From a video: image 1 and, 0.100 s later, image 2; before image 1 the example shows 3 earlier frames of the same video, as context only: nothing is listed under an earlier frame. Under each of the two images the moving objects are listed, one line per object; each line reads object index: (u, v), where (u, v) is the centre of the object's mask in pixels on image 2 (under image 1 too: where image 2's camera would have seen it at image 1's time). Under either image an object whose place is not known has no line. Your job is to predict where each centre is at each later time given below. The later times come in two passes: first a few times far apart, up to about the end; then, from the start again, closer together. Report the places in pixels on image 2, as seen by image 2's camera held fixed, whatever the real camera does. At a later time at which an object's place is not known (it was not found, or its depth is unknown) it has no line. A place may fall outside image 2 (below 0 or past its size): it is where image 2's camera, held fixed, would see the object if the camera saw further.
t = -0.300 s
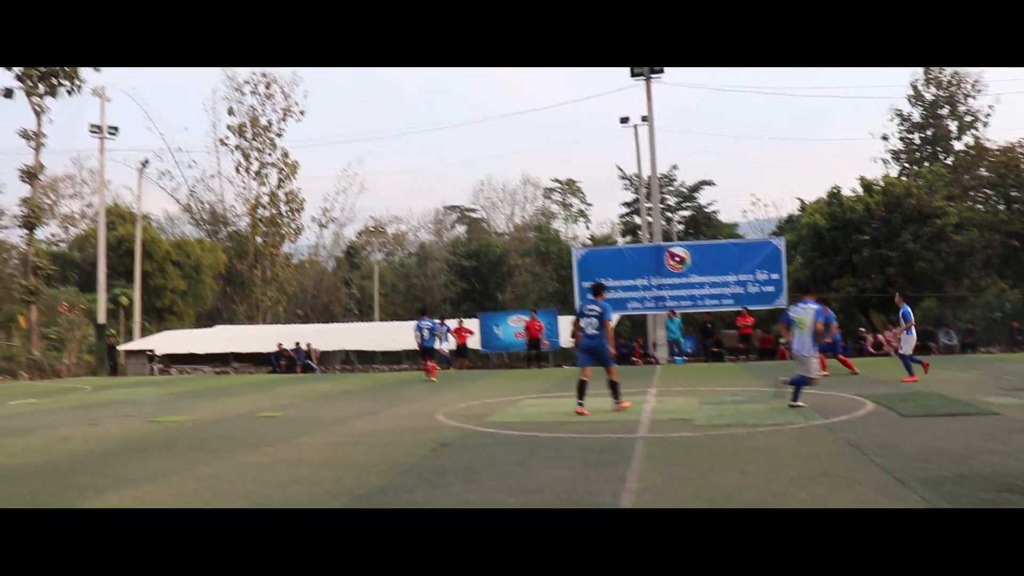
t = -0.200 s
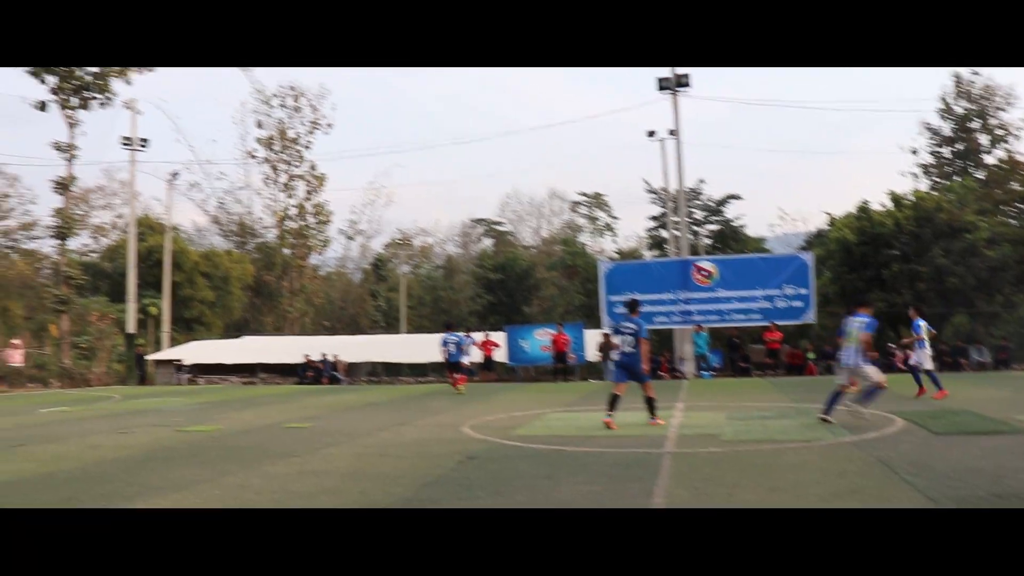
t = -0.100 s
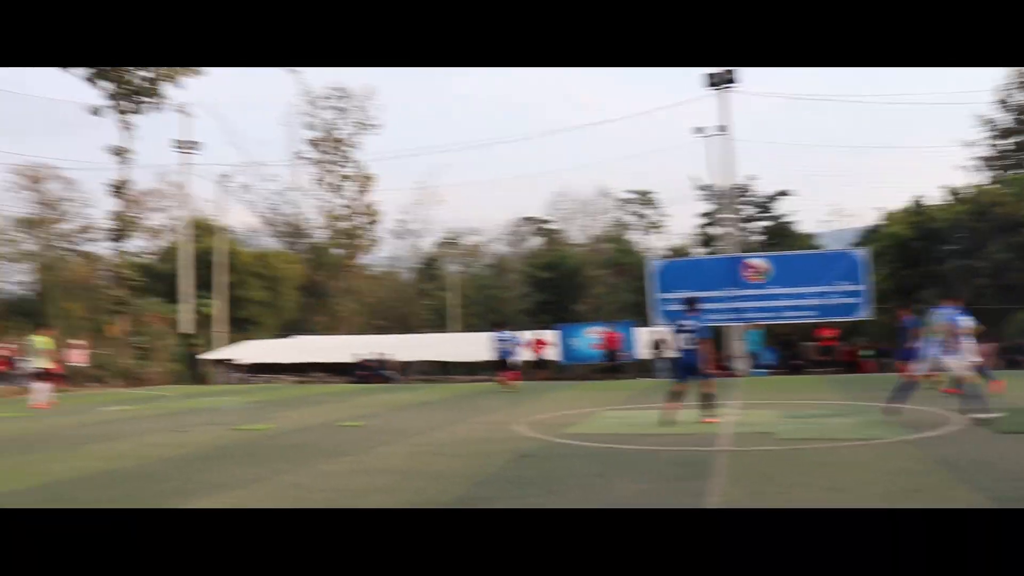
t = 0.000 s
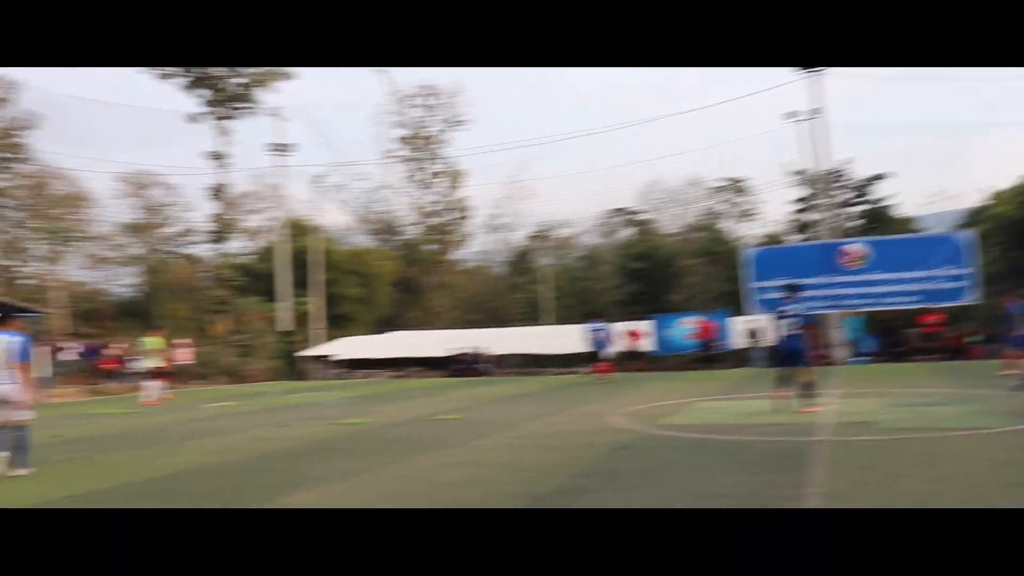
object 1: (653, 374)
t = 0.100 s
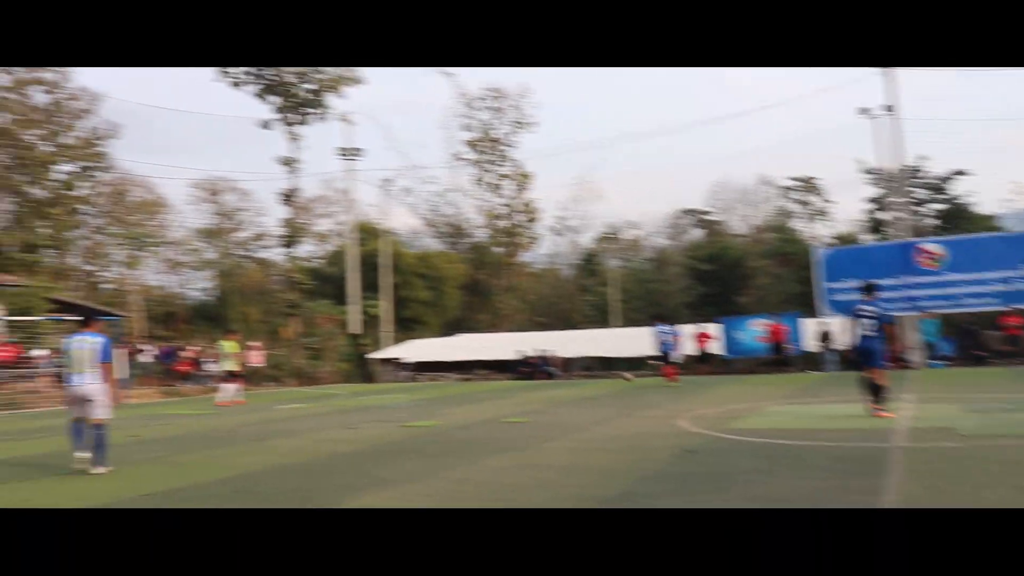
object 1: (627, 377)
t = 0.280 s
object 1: (582, 386)
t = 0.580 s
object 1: (498, 398)
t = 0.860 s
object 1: (408, 413)
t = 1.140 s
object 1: (305, 432)
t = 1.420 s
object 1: (177, 453)
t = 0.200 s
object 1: (602, 384)
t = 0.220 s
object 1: (598, 384)
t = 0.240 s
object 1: (592, 384)
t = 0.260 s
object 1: (587, 385)
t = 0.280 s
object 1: (582, 386)
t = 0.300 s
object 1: (577, 387)
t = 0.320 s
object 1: (571, 388)
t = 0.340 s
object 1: (565, 389)
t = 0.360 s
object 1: (560, 389)
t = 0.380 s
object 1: (554, 389)
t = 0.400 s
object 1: (549, 390)
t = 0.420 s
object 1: (543, 391)
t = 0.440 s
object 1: (537, 393)
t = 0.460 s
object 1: (532, 394)
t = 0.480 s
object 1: (526, 395)
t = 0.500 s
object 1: (520, 395)
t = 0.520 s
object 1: (515, 395)
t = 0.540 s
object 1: (509, 396)
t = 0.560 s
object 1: (503, 397)
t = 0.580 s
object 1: (498, 398)
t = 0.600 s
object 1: (491, 399)
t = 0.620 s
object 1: (485, 401)
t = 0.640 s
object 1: (478, 402)
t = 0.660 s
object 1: (472, 404)
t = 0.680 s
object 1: (466, 404)
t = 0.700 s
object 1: (460, 405)
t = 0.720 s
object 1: (454, 405)
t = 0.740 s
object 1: (447, 406)
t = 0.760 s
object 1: (441, 407)
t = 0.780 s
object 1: (435, 409)
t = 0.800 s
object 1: (428, 410)
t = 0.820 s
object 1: (421, 411)
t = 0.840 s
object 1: (415, 412)
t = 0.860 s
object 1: (408, 413)
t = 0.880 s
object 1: (402, 413)
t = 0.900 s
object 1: (395, 415)
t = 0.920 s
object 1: (387, 416)
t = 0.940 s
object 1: (381, 419)
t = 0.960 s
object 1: (374, 421)
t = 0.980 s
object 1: (366, 422)
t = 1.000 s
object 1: (359, 423)
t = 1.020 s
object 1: (353, 424)
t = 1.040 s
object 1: (345, 424)
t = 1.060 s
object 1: (337, 426)
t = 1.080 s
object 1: (329, 428)
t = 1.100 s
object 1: (322, 429)
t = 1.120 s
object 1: (314, 431)
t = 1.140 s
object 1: (305, 432)
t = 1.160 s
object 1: (297, 433)
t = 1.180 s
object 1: (289, 434)
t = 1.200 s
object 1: (281, 436)
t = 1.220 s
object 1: (272, 437)
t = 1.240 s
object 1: (264, 440)
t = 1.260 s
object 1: (255, 441)
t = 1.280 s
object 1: (246, 442)
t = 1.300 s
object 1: (237, 443)
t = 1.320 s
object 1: (227, 444)
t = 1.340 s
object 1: (218, 446)
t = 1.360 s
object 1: (208, 448)
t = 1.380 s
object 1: (198, 449)
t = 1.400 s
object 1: (188, 451)
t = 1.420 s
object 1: (177, 453)
